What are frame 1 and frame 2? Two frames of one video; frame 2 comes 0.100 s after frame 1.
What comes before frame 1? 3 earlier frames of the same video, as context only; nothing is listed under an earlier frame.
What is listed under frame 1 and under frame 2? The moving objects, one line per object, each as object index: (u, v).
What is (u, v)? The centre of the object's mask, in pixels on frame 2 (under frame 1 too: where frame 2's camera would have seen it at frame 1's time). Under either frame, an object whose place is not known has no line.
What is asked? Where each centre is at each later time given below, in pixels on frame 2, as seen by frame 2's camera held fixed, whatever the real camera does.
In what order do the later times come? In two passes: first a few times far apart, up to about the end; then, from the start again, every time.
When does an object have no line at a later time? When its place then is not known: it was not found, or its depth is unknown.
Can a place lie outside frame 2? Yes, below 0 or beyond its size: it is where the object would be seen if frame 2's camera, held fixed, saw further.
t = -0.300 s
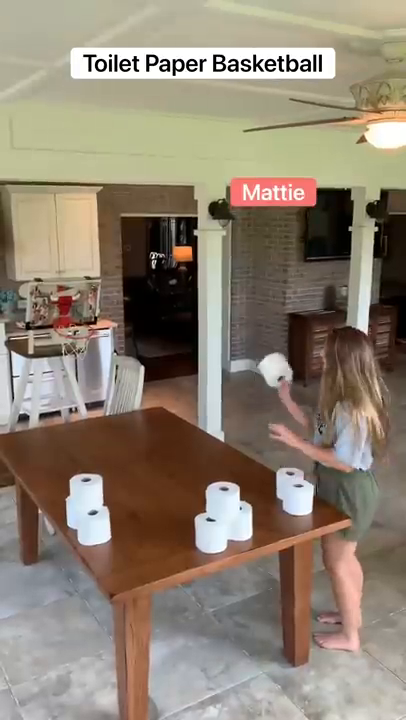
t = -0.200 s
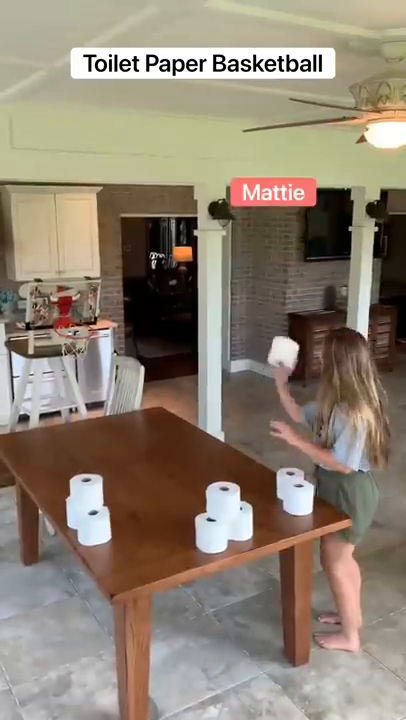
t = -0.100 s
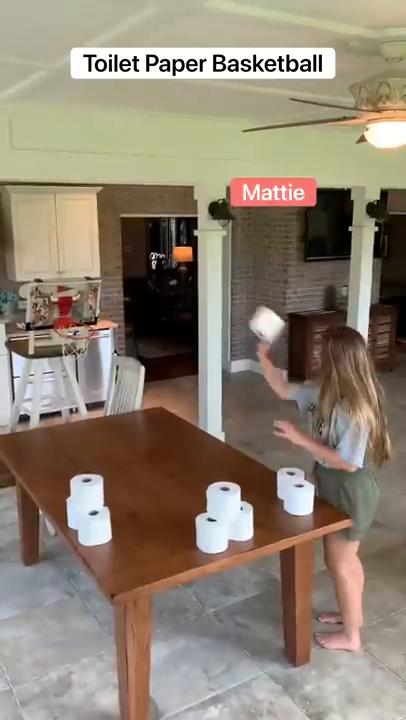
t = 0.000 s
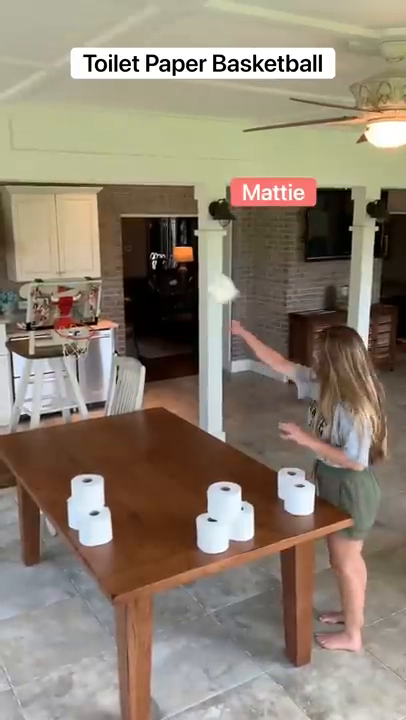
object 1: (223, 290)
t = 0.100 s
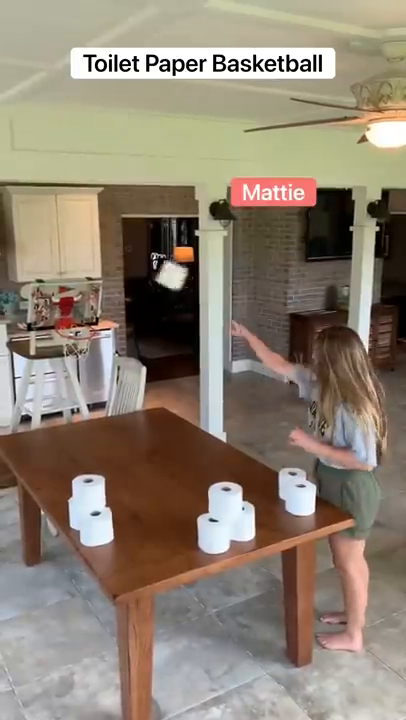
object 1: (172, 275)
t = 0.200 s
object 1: (129, 279)
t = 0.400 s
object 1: (78, 320)
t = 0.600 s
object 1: (78, 329)
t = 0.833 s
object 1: (80, 384)
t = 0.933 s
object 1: (77, 435)
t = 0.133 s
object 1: (156, 275)
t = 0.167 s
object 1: (142, 276)
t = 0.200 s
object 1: (129, 279)
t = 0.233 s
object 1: (116, 284)
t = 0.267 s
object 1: (103, 291)
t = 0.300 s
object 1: (90, 300)
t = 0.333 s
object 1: (79, 308)
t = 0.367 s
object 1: (76, 316)
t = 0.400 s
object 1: (78, 320)
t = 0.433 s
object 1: (80, 327)
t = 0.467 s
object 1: (82, 331)
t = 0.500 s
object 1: (80, 331)
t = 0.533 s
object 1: (79, 329)
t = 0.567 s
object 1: (79, 328)
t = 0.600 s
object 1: (78, 329)
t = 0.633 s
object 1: (78, 332)
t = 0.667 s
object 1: (78, 336)
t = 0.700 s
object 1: (78, 340)
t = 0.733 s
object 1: (77, 349)
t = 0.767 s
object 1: (78, 359)
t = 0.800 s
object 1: (78, 370)
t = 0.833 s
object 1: (80, 384)
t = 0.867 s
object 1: (80, 400)
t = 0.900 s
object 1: (79, 418)
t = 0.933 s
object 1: (77, 435)
